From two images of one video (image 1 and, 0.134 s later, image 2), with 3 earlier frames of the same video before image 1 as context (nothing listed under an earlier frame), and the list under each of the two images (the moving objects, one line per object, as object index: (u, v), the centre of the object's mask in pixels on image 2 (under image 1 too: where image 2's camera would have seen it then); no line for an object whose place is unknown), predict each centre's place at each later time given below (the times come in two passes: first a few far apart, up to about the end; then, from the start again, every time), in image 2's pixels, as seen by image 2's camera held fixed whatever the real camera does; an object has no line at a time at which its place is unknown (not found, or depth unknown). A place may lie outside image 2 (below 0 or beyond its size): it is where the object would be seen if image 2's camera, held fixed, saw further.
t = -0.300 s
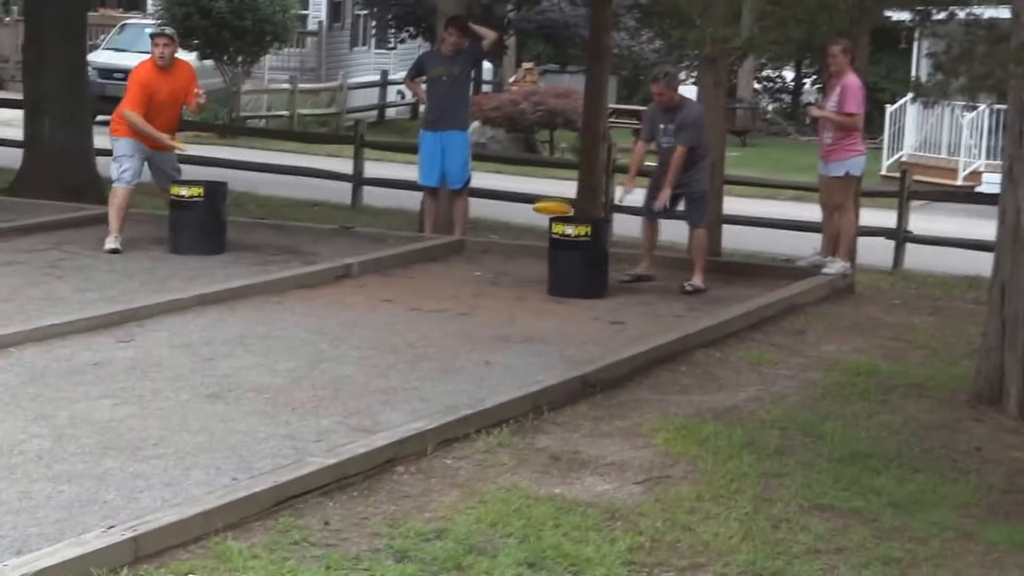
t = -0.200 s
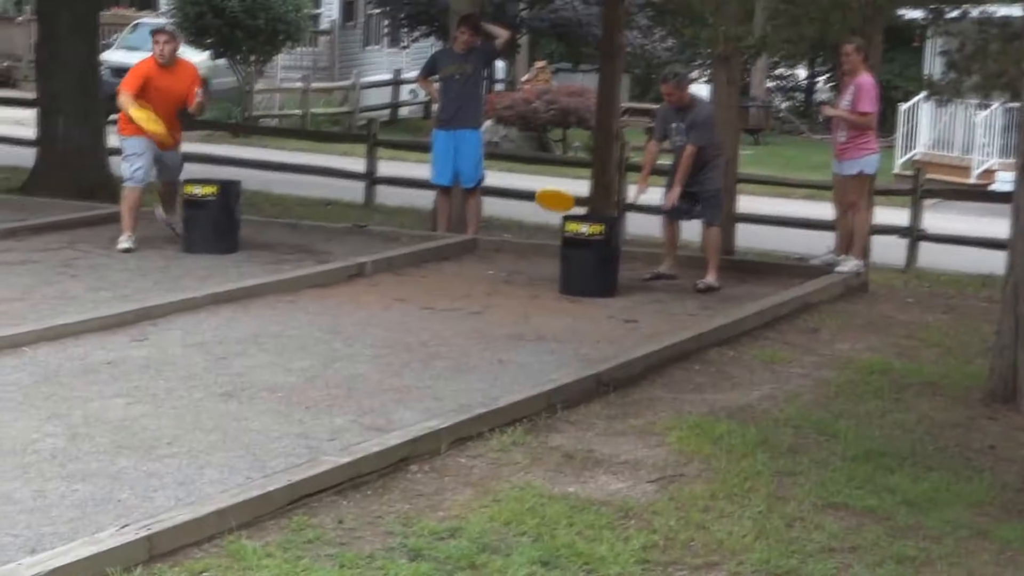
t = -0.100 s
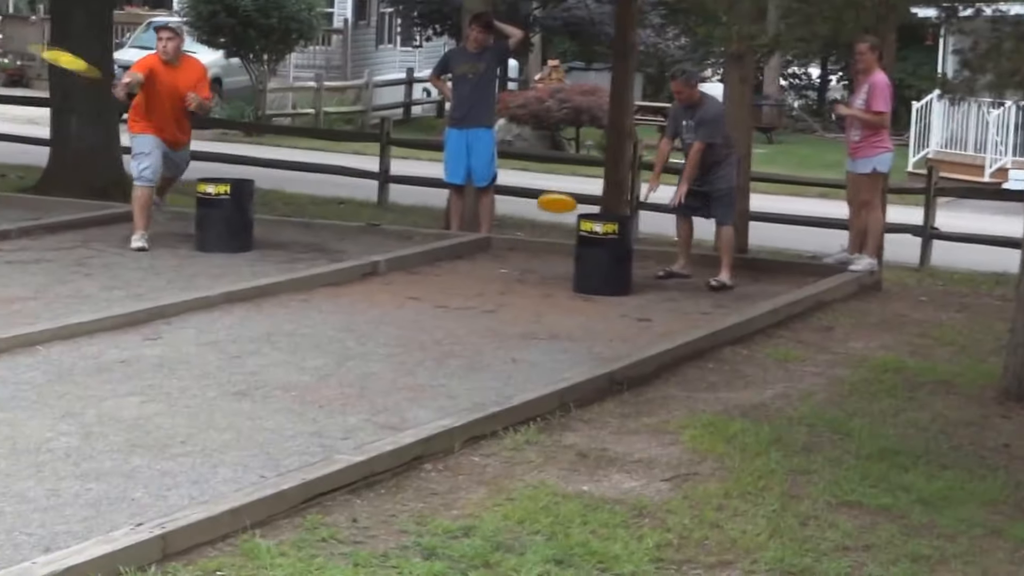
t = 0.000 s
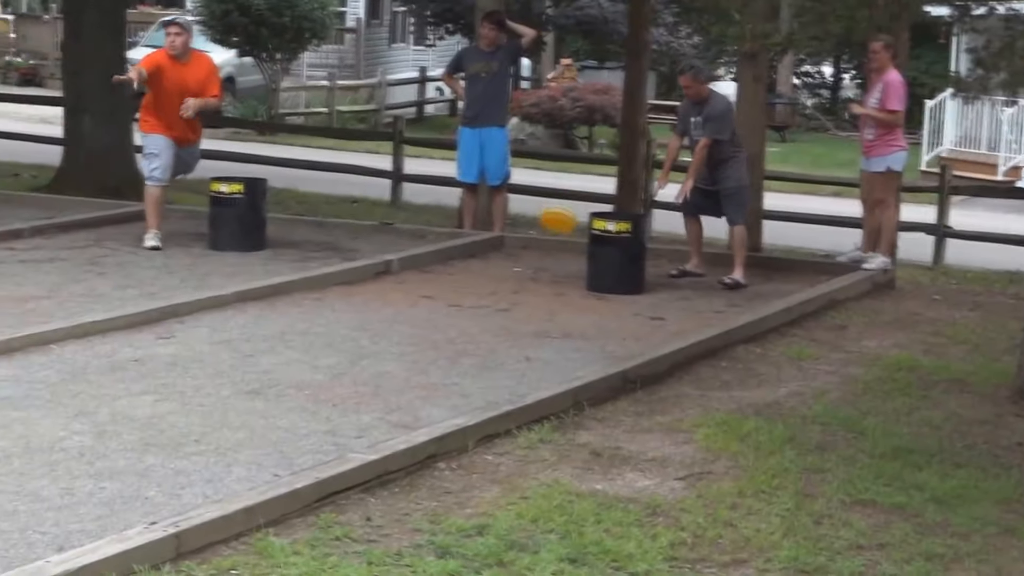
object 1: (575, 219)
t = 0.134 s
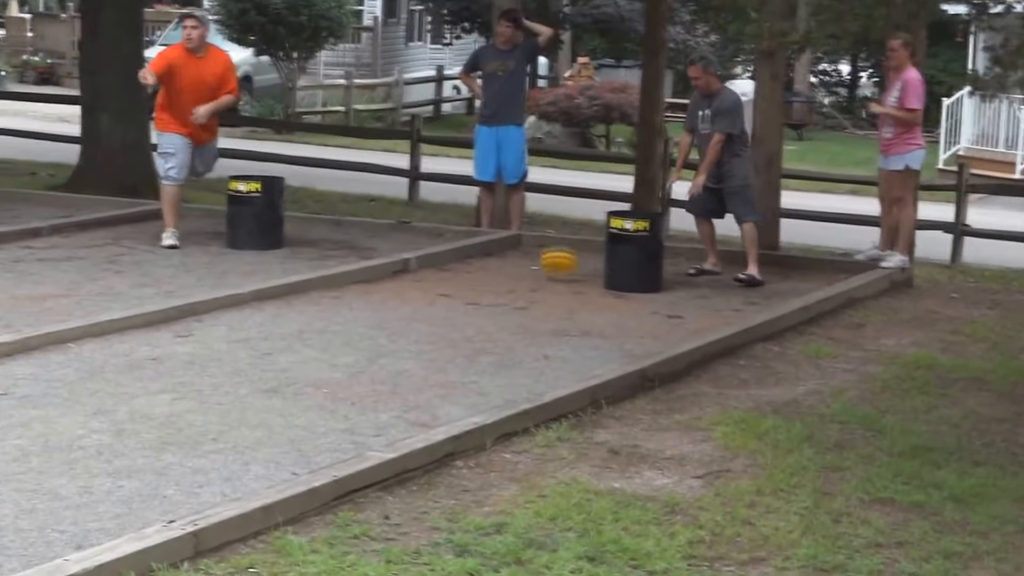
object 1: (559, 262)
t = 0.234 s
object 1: (544, 276)
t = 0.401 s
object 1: (530, 279)
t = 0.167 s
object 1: (553, 271)
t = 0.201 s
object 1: (548, 276)
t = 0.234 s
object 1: (544, 276)
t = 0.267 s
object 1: (539, 276)
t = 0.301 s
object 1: (536, 277)
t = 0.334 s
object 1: (534, 278)
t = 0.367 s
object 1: (533, 279)
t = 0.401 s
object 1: (530, 279)
